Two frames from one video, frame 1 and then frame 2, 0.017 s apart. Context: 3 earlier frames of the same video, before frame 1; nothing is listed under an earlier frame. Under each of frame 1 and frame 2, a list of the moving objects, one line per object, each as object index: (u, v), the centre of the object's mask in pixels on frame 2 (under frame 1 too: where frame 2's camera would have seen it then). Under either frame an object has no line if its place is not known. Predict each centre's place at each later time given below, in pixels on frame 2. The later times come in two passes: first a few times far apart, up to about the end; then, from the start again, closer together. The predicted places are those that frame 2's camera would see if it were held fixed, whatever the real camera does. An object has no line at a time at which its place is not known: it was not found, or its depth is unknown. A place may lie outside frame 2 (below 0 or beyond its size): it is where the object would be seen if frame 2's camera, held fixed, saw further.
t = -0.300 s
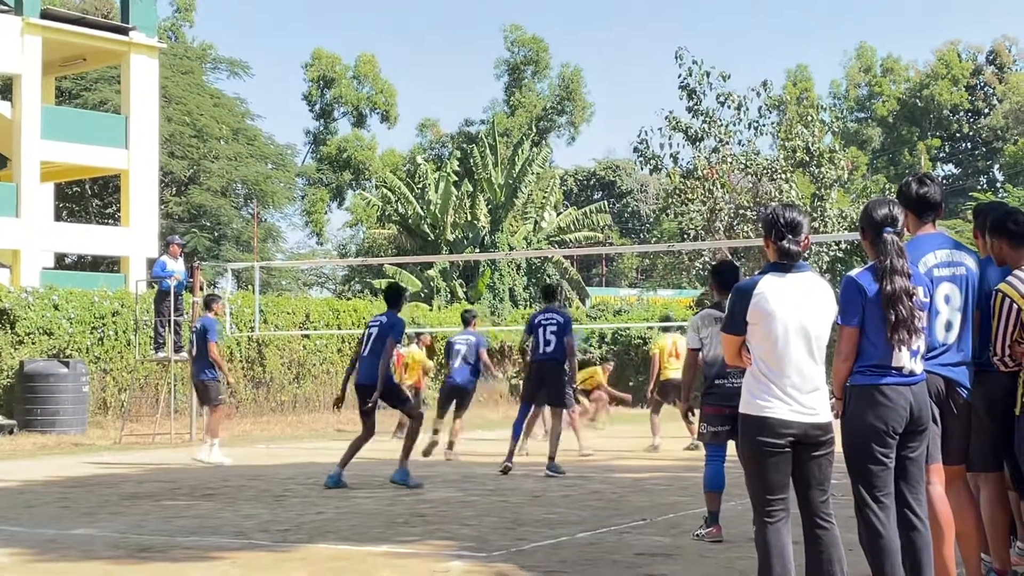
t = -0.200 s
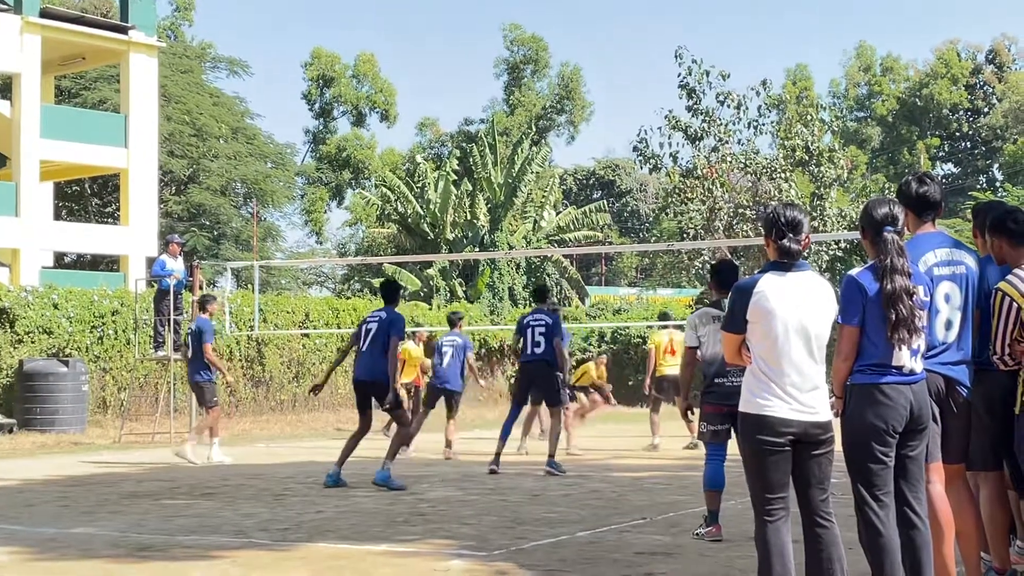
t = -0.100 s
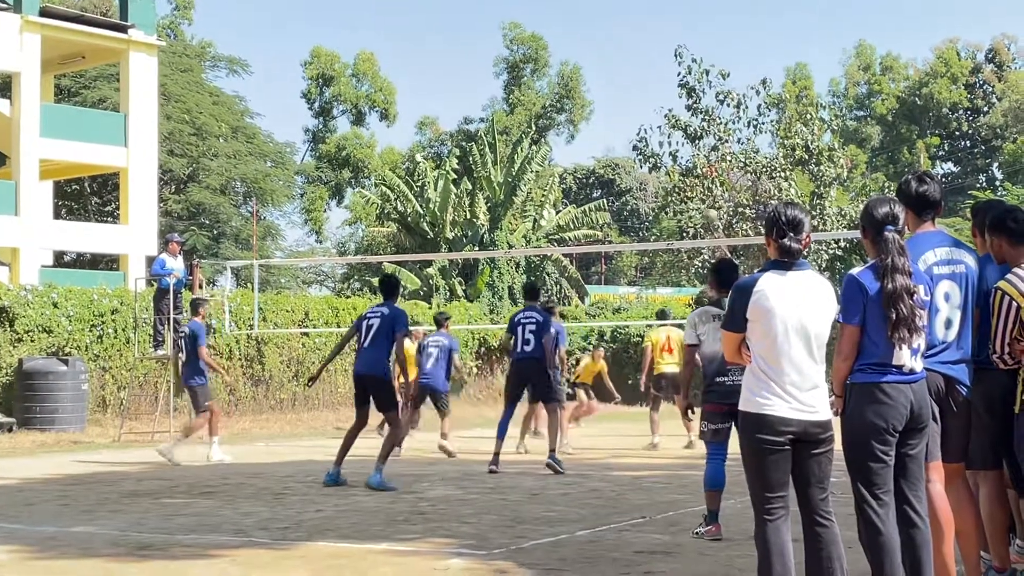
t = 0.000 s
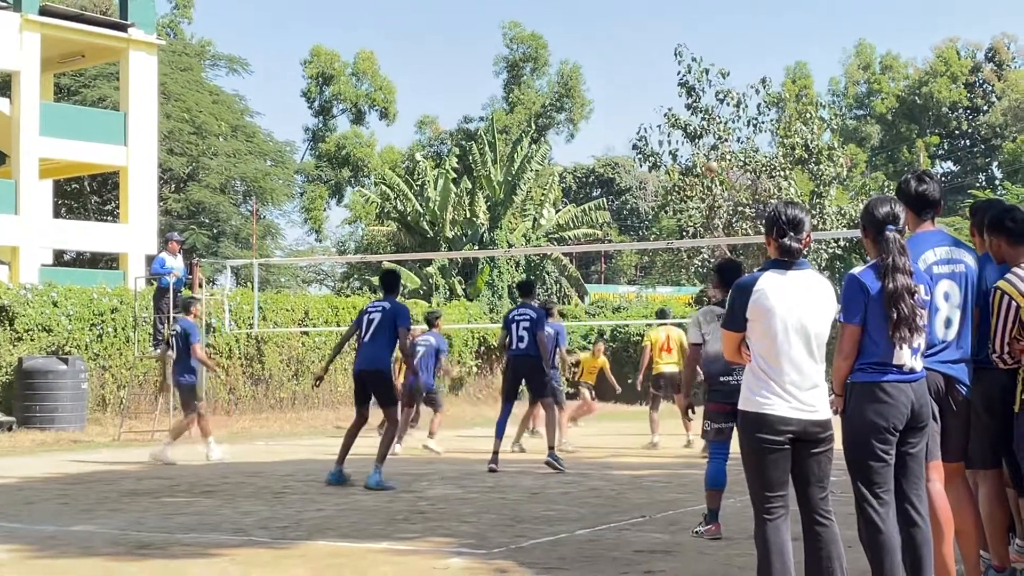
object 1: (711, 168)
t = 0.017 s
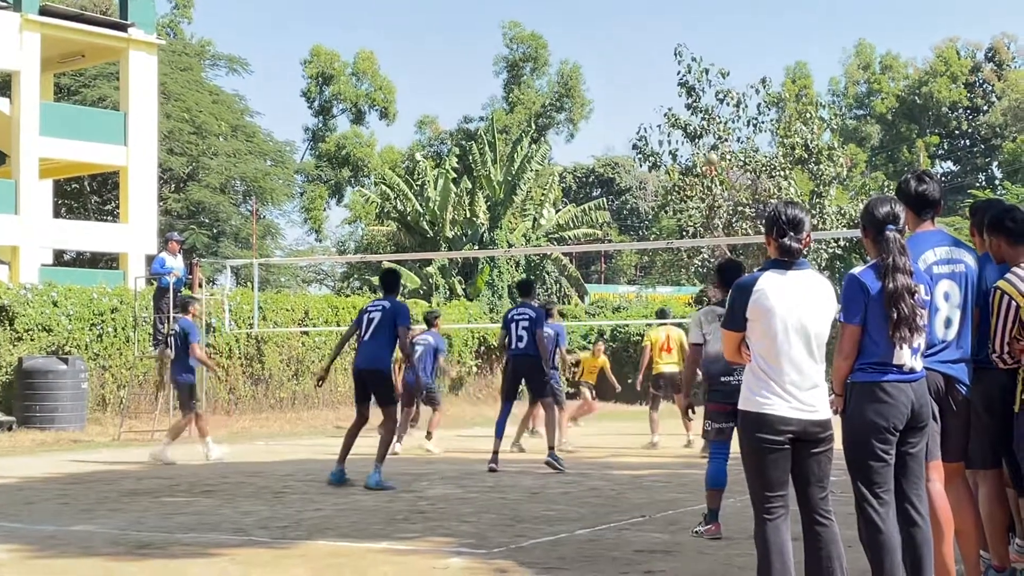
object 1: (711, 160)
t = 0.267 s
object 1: (714, 74)
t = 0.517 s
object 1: (718, 28)
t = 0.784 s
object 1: (722, 30)
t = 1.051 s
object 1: (728, 87)
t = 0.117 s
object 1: (713, 120)
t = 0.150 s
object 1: (712, 109)
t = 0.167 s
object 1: (712, 105)
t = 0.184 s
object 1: (712, 98)
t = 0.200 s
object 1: (712, 93)
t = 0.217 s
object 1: (713, 87)
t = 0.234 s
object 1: (713, 84)
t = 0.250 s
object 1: (714, 78)
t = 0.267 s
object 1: (714, 74)
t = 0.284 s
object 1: (713, 70)
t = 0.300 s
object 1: (714, 65)
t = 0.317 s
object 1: (714, 61)
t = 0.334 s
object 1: (714, 57)
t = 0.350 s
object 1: (715, 54)
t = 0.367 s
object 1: (715, 50)
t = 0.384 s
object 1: (715, 47)
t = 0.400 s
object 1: (716, 44)
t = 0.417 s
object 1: (716, 41)
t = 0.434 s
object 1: (716, 38)
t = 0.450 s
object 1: (716, 36)
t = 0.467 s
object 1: (717, 35)
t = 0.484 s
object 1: (717, 32)
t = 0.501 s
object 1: (718, 30)
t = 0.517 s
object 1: (718, 28)
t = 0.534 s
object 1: (718, 27)
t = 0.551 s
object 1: (718, 26)
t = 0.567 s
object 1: (718, 25)
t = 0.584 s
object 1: (719, 24)
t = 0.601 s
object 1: (719, 24)
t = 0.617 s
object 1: (719, 23)
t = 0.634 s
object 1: (720, 23)
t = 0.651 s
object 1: (720, 23)
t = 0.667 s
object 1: (720, 23)
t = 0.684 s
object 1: (720, 24)
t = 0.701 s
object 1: (721, 24)
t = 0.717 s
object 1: (721, 25)
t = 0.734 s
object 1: (722, 25)
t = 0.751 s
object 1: (722, 27)
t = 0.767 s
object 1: (722, 28)
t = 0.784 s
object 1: (722, 30)
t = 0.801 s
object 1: (723, 32)
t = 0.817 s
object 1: (723, 34)
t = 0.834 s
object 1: (724, 36)
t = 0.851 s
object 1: (725, 39)
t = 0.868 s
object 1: (725, 42)
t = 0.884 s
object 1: (725, 45)
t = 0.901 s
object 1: (725, 48)
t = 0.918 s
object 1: (726, 52)
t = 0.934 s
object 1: (726, 55)
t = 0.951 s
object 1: (726, 59)
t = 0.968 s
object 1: (726, 63)
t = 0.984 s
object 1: (727, 68)
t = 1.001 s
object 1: (727, 72)
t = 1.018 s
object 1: (728, 77)
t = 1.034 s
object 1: (728, 82)
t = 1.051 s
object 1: (728, 87)
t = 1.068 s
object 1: (729, 92)
